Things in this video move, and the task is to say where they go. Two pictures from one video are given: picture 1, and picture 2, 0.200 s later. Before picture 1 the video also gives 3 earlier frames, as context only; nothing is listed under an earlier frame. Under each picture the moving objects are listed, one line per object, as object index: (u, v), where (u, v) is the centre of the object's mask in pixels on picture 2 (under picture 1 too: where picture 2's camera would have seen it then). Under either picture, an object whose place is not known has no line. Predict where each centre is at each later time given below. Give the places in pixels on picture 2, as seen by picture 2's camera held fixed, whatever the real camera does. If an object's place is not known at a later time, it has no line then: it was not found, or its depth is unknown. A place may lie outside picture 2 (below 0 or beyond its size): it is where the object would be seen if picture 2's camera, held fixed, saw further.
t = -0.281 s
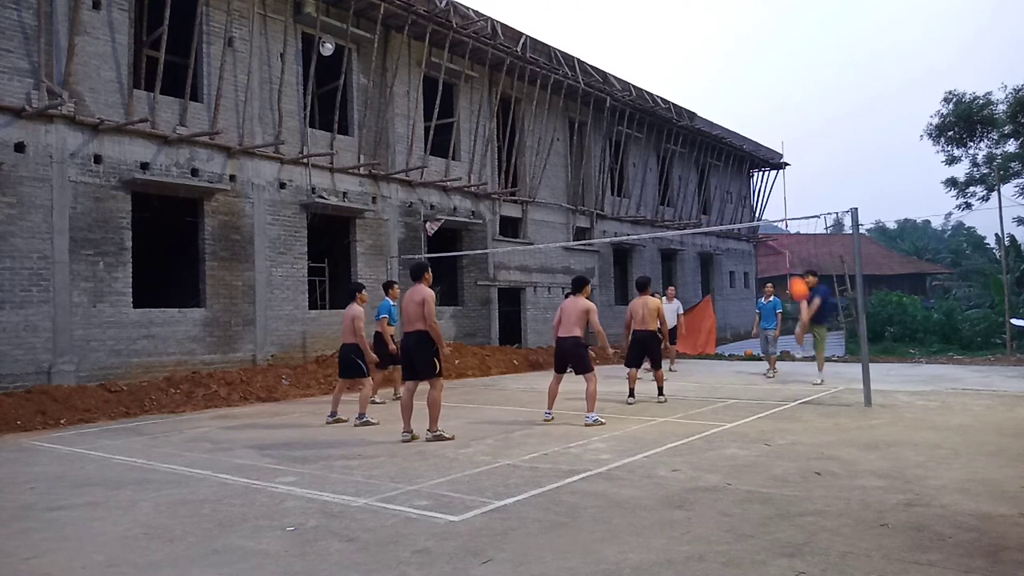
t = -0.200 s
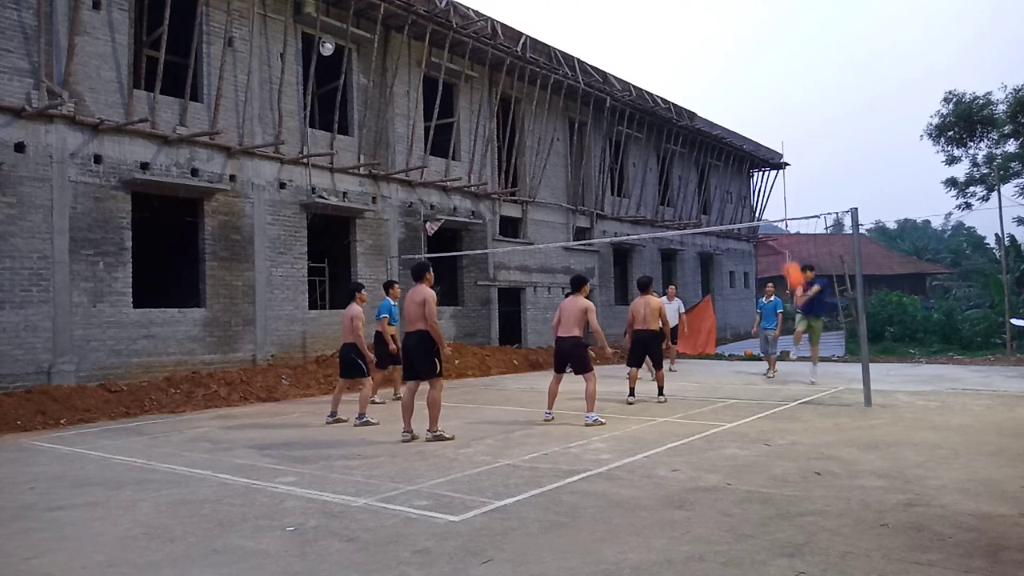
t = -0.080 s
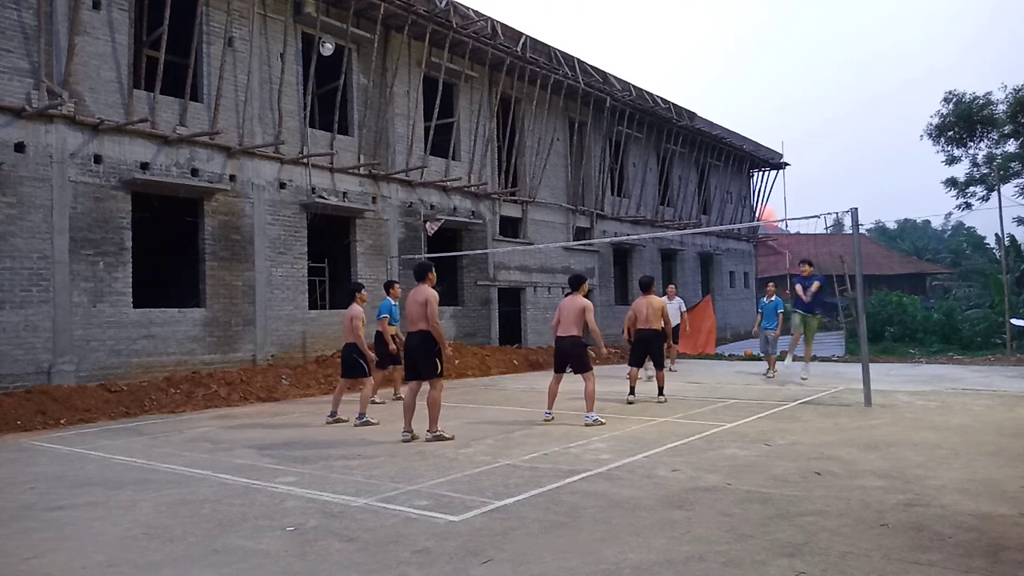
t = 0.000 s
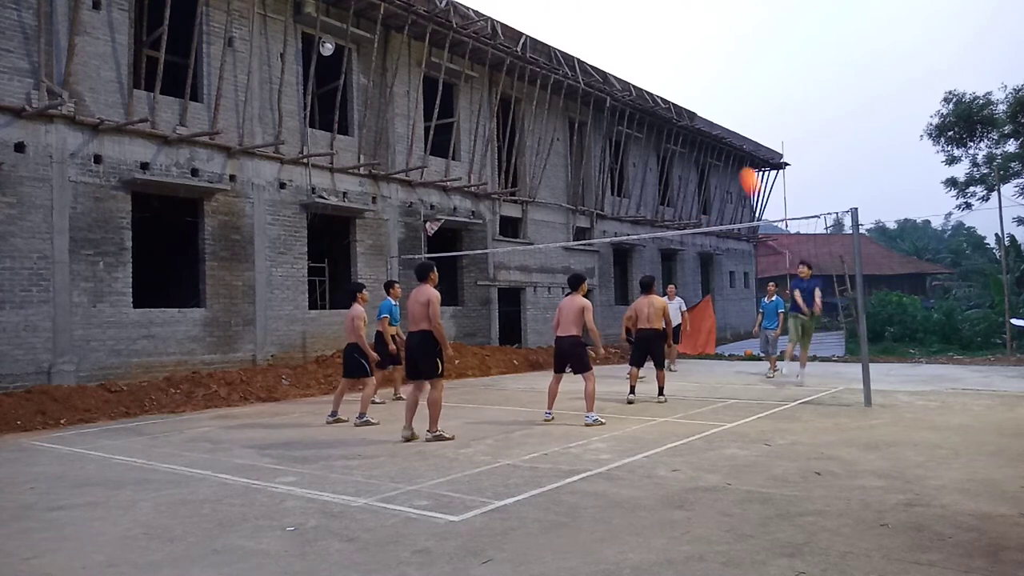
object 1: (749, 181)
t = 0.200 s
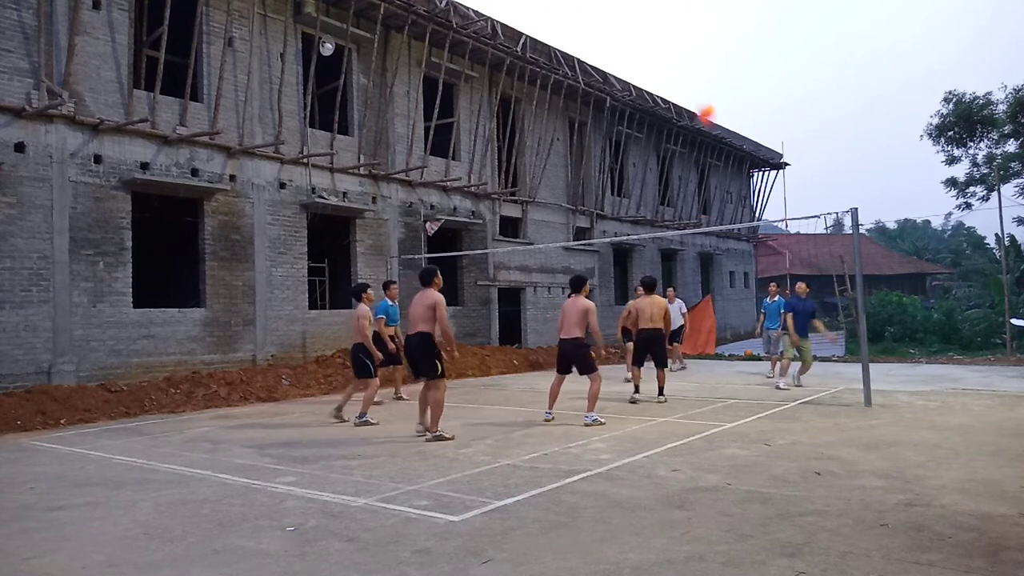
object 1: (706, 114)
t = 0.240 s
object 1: (697, 102)
